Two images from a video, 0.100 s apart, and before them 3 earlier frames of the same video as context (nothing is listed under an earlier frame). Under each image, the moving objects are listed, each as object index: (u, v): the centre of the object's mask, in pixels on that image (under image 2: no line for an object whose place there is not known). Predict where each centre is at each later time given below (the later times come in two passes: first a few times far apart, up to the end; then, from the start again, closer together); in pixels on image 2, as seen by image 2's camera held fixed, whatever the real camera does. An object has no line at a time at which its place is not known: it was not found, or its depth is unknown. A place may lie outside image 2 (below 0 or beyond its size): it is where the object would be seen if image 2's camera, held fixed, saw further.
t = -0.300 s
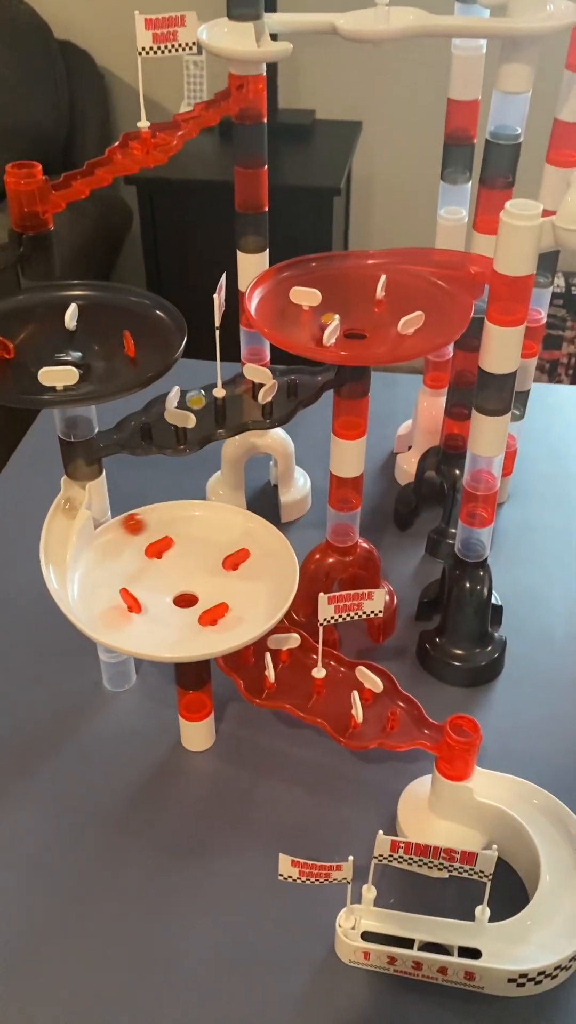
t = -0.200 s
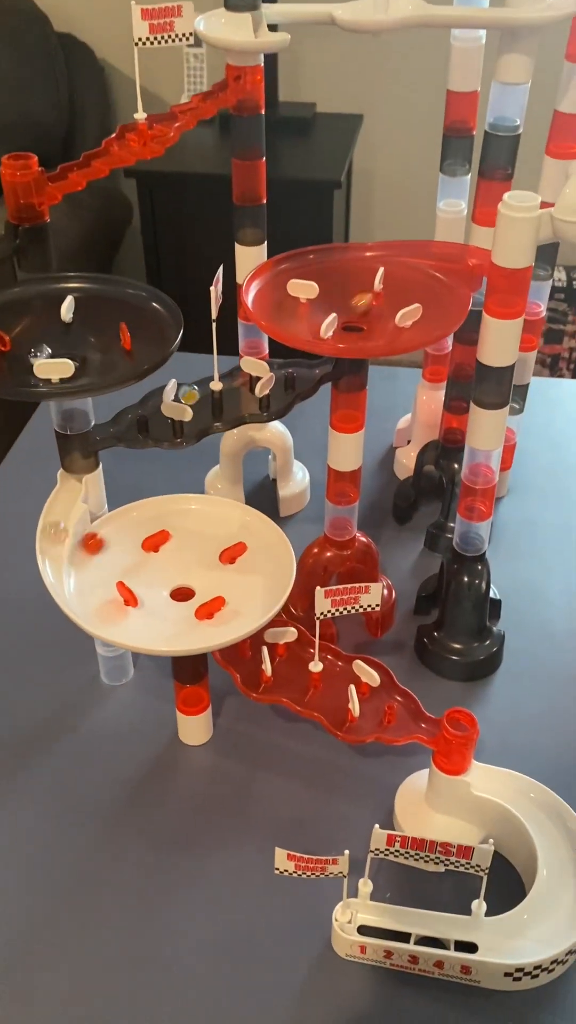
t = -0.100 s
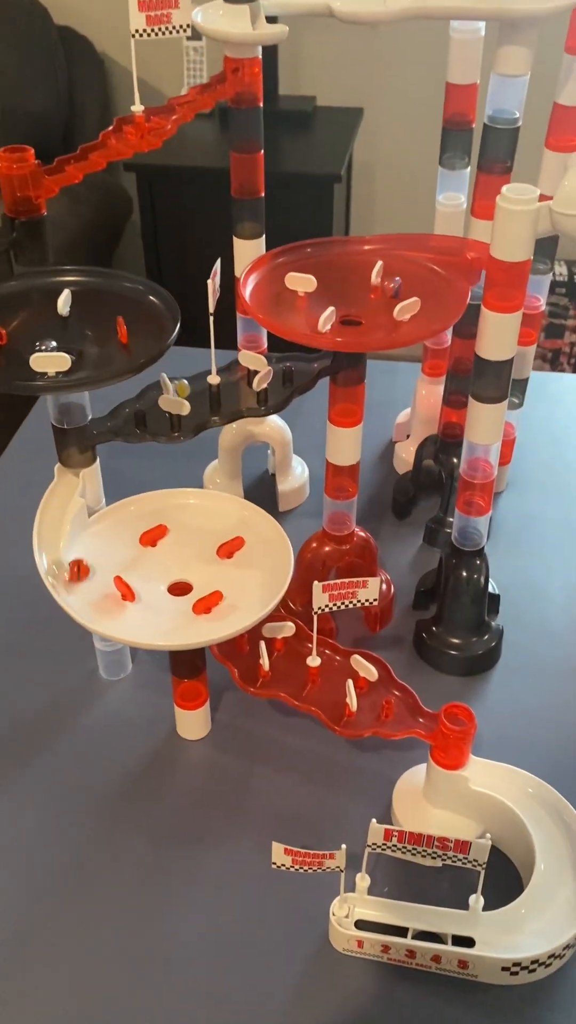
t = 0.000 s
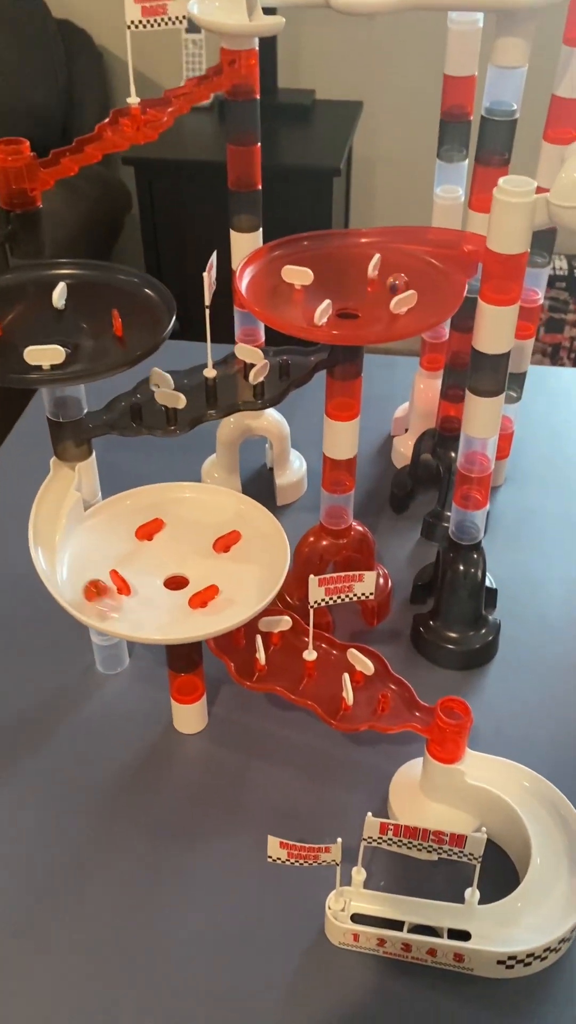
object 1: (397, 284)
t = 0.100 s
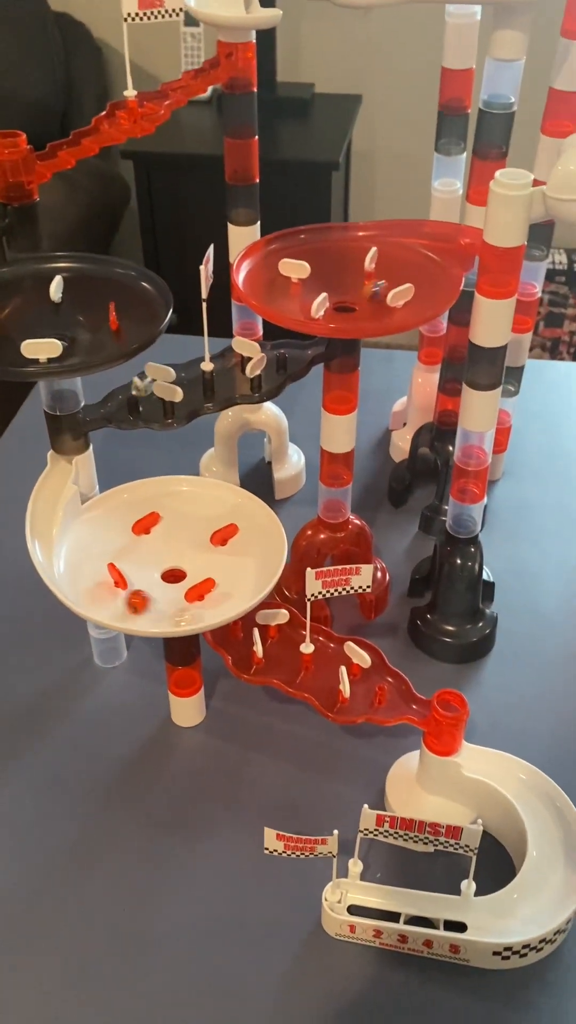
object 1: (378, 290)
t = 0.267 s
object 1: (308, 285)
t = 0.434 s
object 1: (315, 282)
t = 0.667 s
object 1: (321, 344)
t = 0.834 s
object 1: (305, 350)
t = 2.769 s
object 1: (68, 460)
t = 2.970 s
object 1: (62, 471)
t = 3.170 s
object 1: (43, 526)
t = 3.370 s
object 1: (107, 607)
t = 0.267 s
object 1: (308, 285)
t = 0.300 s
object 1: (302, 280)
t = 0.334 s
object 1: (301, 278)
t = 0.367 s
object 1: (303, 279)
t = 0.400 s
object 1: (307, 280)
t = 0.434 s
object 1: (315, 282)
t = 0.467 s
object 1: (324, 285)
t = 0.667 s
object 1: (321, 344)
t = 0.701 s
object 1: (309, 349)
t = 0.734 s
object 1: (300, 354)
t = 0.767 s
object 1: (307, 351)
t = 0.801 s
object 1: (306, 351)
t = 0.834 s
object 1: (305, 350)
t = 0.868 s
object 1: (301, 351)
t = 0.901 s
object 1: (295, 351)
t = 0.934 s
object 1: (293, 348)
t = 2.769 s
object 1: (68, 460)
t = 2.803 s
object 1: (67, 461)
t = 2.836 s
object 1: (66, 462)
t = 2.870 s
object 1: (65, 463)
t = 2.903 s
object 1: (65, 466)
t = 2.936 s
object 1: (62, 467)
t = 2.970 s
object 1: (62, 471)
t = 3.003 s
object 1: (57, 477)
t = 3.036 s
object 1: (53, 482)
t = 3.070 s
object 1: (50, 491)
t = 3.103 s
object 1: (46, 500)
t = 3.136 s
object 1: (44, 512)
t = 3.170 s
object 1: (43, 526)
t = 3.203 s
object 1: (42, 538)
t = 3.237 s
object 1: (47, 553)
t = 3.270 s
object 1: (53, 568)
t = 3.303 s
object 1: (67, 583)
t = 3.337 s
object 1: (85, 597)
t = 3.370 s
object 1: (107, 607)
